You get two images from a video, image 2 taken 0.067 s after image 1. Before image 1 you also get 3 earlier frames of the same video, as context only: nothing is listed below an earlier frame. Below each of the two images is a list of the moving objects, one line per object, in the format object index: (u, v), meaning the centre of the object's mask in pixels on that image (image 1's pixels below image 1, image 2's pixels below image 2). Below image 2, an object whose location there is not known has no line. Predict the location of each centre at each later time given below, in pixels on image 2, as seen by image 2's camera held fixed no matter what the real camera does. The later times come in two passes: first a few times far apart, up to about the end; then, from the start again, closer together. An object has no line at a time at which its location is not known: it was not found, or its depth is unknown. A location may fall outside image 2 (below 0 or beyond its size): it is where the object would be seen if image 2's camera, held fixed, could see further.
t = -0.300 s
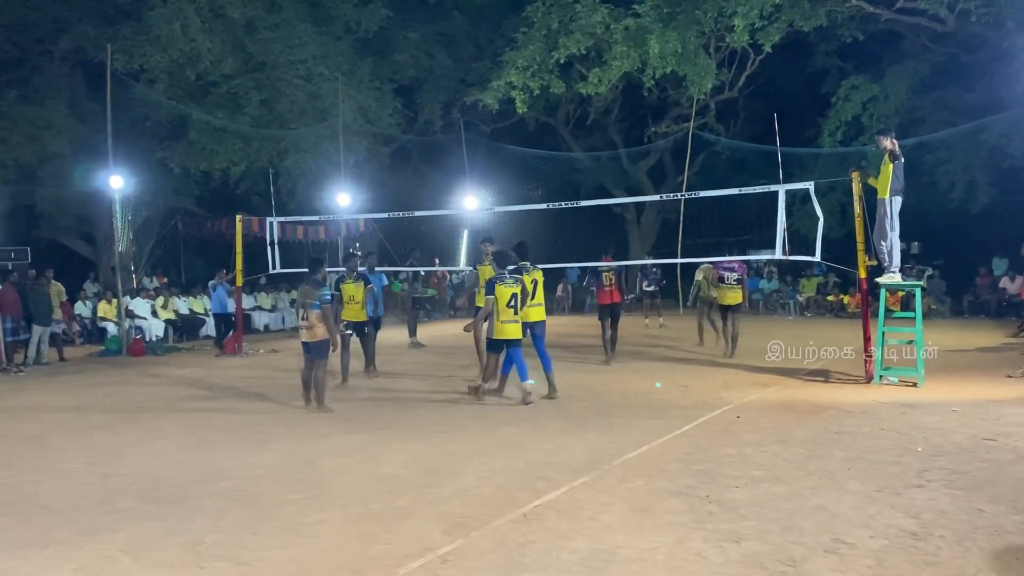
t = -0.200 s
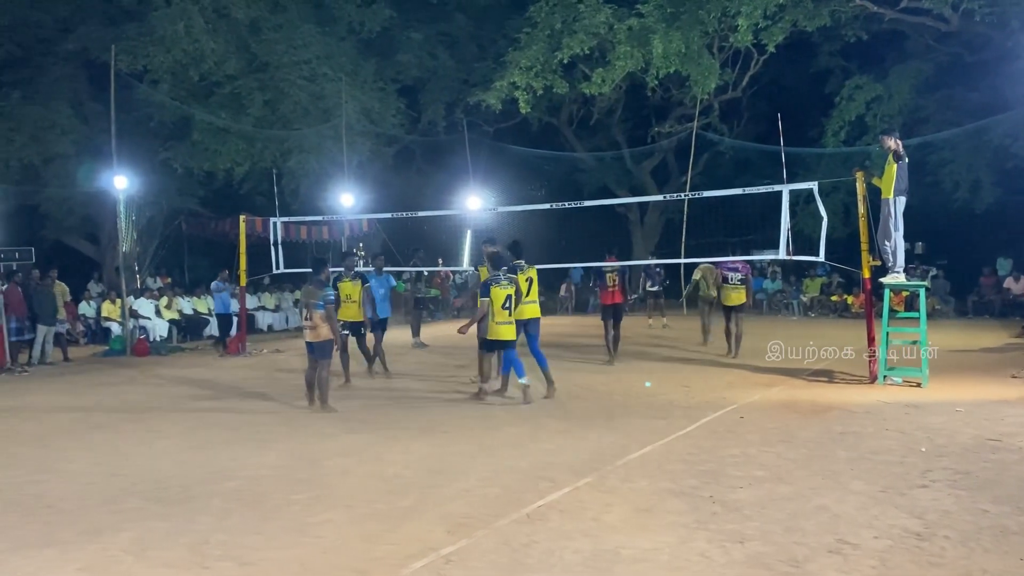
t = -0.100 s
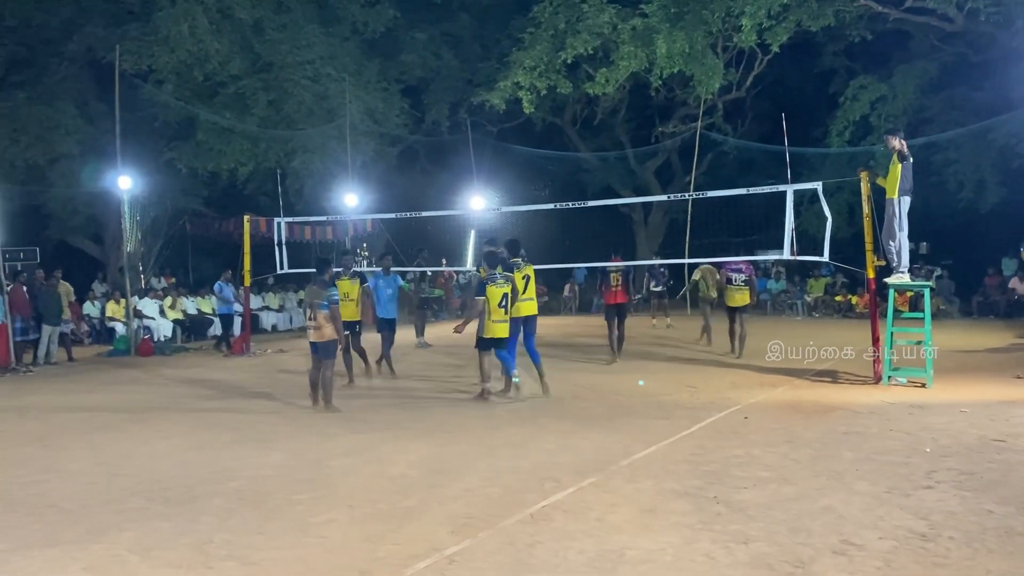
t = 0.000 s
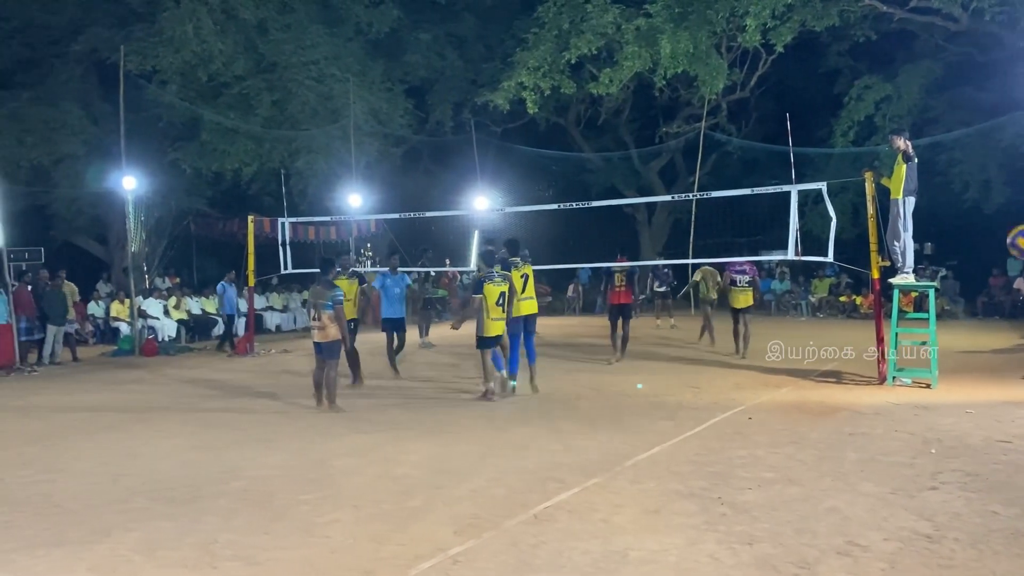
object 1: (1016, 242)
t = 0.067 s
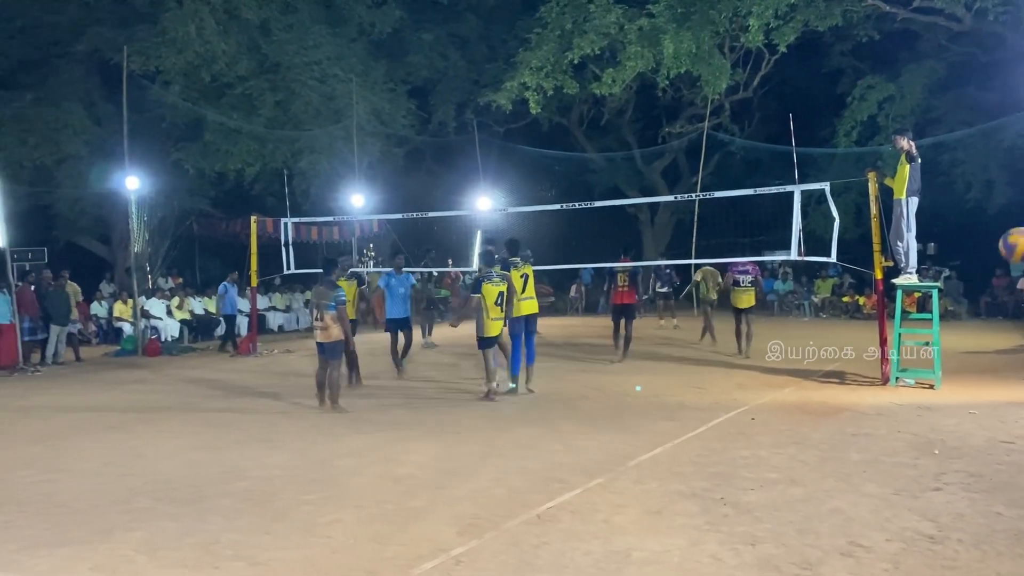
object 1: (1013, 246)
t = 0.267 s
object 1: (984, 295)
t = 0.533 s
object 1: (938, 463)
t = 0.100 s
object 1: (1009, 250)
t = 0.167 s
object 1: (1001, 263)
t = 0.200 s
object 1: (995, 271)
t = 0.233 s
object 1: (990, 283)
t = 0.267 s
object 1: (984, 295)
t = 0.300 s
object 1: (978, 310)
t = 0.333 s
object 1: (972, 327)
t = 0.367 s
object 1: (968, 345)
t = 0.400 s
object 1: (962, 367)
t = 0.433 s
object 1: (956, 388)
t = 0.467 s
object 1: (950, 411)
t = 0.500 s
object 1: (944, 435)
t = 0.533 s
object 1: (938, 463)
